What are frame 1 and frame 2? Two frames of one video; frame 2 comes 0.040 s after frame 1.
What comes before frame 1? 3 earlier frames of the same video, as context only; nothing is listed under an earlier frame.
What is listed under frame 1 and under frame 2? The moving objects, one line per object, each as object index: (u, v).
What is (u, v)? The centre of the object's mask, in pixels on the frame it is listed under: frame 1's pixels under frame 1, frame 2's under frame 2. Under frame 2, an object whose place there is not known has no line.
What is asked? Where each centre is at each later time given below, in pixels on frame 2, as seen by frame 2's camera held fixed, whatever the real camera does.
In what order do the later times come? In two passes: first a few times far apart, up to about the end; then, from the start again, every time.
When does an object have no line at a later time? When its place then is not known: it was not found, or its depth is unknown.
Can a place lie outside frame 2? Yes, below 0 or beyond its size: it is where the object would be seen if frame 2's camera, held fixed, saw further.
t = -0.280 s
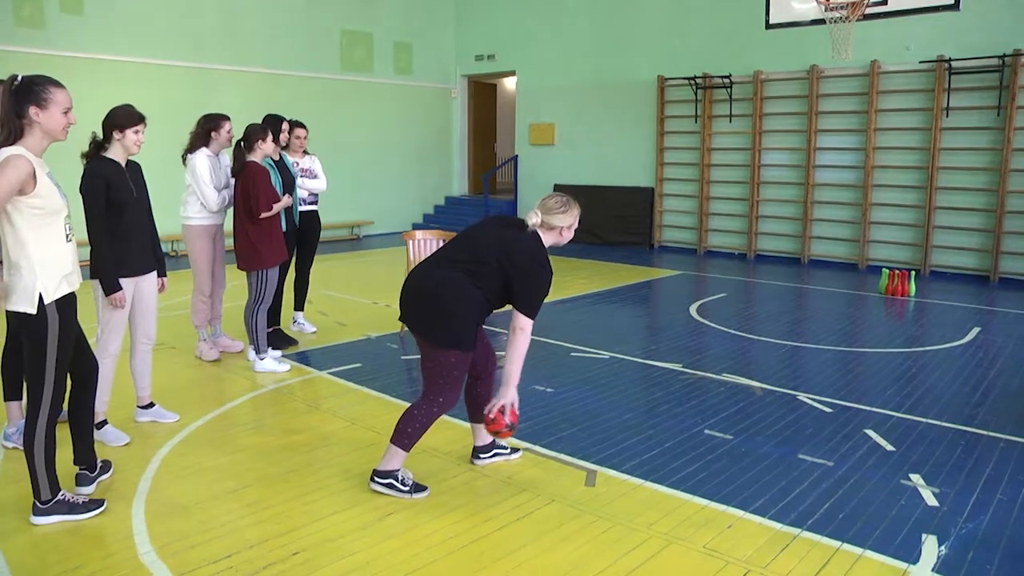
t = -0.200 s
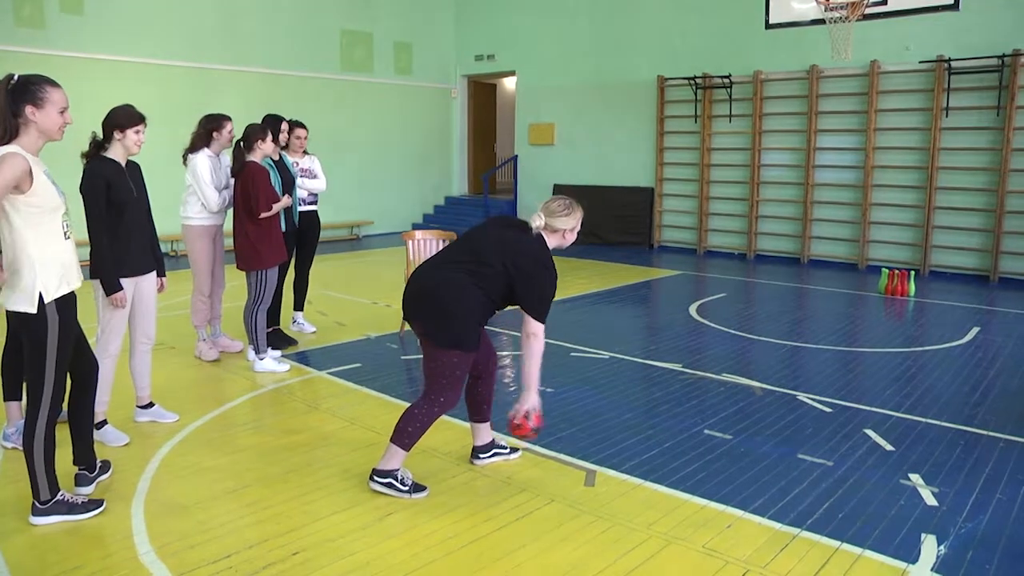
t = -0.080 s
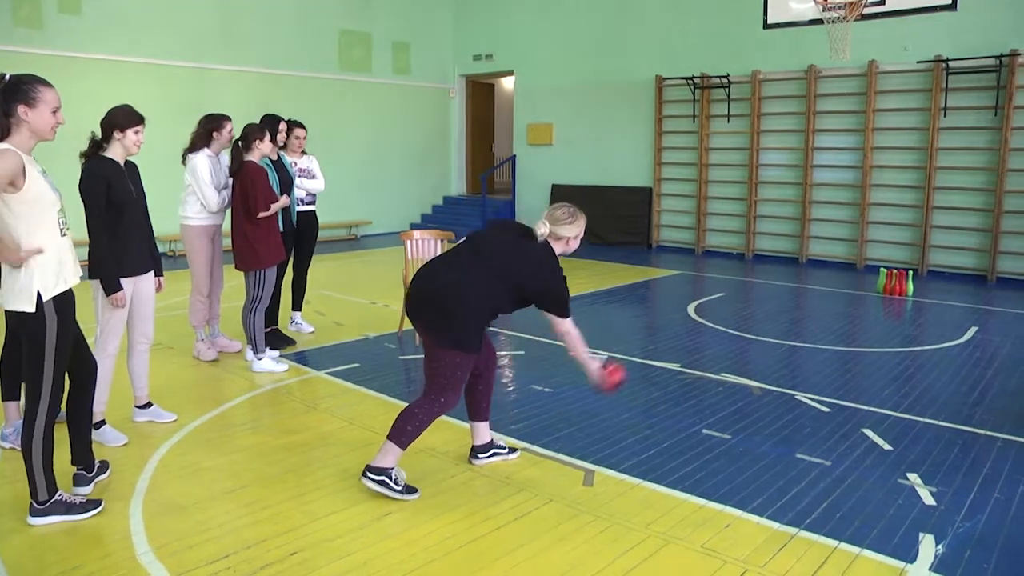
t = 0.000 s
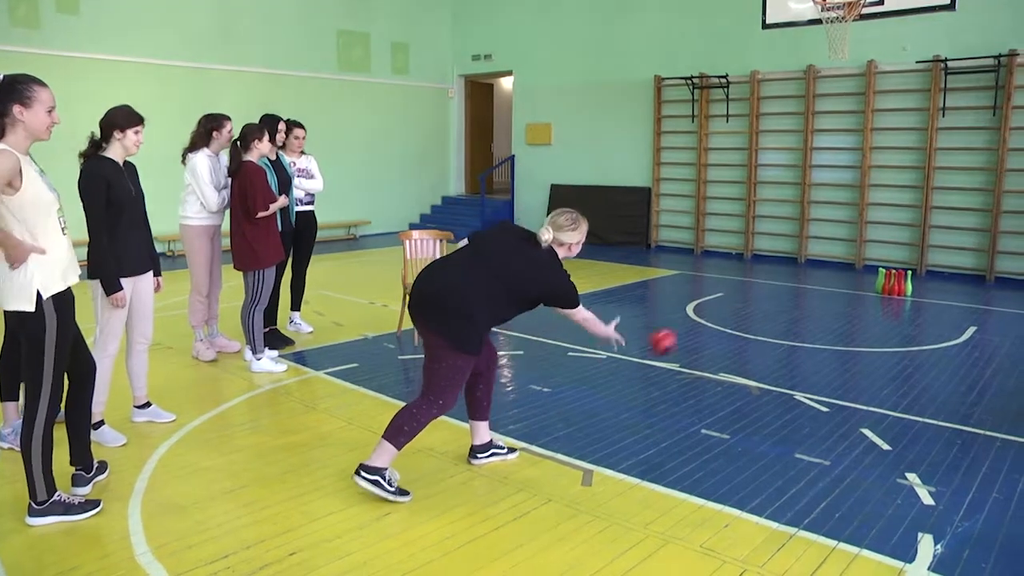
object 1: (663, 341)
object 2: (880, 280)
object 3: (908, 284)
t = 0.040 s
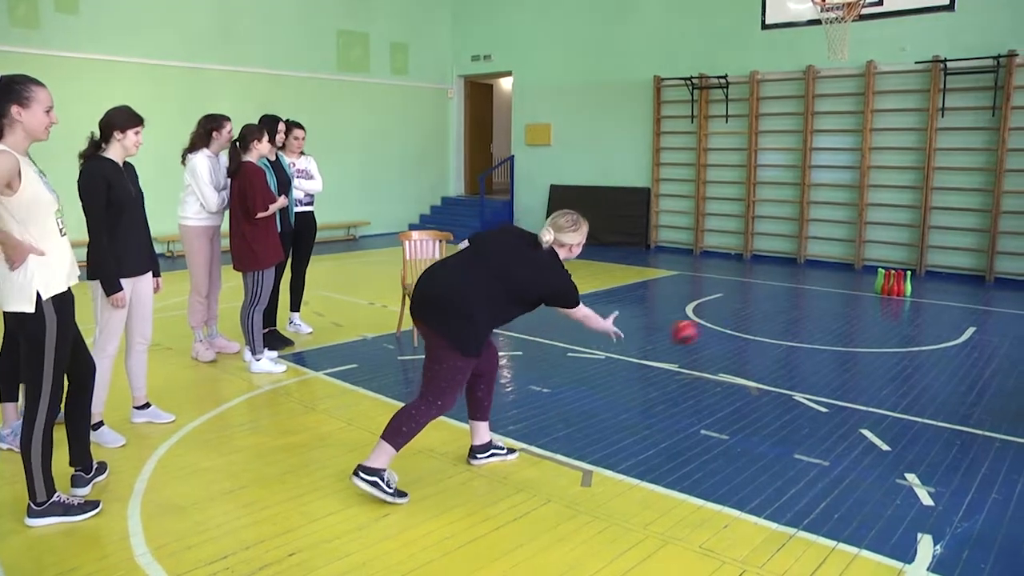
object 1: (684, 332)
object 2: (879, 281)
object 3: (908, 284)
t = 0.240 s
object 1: (766, 322)
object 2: (879, 280)
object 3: (908, 284)
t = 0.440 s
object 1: (810, 308)
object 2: (879, 280)
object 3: (908, 284)
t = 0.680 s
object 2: (879, 281)
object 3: (908, 284)
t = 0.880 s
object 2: (879, 280)
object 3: (908, 284)
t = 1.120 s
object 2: (878, 281)
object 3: (911, 284)
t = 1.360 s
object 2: (869, 280)
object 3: (946, 286)
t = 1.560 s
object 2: (863, 281)
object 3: (969, 288)
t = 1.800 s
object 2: (864, 286)
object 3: (989, 287)
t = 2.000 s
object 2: (864, 287)
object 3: (999, 287)
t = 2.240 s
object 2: (864, 287)
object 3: (1003, 288)
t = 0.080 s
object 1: (704, 324)
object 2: (880, 281)
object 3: (908, 284)
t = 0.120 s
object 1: (722, 320)
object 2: (879, 281)
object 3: (908, 284)
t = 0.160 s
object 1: (738, 319)
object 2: (880, 281)
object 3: (908, 284)
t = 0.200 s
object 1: (752, 319)
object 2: (880, 281)
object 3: (908, 284)
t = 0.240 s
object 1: (766, 322)
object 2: (879, 280)
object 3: (908, 284)
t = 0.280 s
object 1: (777, 326)
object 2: (879, 281)
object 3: (908, 284)
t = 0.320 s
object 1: (788, 332)
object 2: (879, 281)
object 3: (908, 284)
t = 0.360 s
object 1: (796, 327)
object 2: (879, 281)
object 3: (908, 284)
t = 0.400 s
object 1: (804, 316)
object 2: (879, 281)
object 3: (908, 284)
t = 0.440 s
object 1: (810, 308)
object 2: (879, 280)
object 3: (908, 284)
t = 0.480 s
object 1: (817, 302)
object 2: (879, 280)
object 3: (908, 284)
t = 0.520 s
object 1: (823, 298)
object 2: (879, 280)
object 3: (908, 284)
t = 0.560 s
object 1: (828, 296)
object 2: (879, 281)
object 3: (908, 284)
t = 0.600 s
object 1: (833, 296)
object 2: (879, 281)
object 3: (908, 284)
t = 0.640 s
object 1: (838, 297)
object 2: (879, 281)
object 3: (908, 284)
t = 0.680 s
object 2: (879, 281)
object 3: (908, 284)
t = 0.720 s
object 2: (879, 281)
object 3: (908, 284)
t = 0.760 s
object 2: (879, 281)
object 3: (908, 284)
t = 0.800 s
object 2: (879, 281)
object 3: (908, 284)
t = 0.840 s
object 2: (879, 281)
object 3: (908, 284)
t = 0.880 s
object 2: (879, 280)
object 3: (908, 284)
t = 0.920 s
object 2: (880, 280)
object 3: (908, 284)
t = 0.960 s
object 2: (880, 274)
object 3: (908, 284)
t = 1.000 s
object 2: (880, 274)
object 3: (908, 284)
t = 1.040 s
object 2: (879, 278)
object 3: (908, 284)
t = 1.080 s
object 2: (879, 281)
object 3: (908, 284)
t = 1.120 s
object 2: (878, 281)
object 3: (911, 284)
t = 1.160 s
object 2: (877, 281)
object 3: (917, 284)
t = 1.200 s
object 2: (875, 280)
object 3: (923, 285)
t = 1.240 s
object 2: (873, 279)
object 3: (929, 287)
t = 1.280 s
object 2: (872, 280)
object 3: (935, 290)
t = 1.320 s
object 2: (872, 280)
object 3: (941, 287)
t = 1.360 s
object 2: (869, 280)
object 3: (946, 286)
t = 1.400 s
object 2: (866, 280)
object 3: (951, 285)
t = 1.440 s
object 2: (868, 287)
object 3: (956, 285)
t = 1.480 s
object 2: (867, 287)
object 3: (960, 285)
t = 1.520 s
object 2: (863, 281)
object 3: (965, 287)
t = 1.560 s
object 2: (863, 281)
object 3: (969, 288)
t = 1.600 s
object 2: (862, 282)
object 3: (972, 287)
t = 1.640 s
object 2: (861, 281)
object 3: (976, 286)
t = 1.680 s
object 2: (865, 287)
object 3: (979, 286)
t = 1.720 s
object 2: (865, 287)
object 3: (983, 286)
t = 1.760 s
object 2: (865, 287)
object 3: (986, 287)
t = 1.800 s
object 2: (864, 286)
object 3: (989, 287)
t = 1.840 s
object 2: (864, 287)
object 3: (991, 286)
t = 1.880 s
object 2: (865, 287)
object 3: (993, 286)
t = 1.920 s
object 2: (864, 287)
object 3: (995, 287)
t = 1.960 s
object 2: (864, 287)
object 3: (998, 288)
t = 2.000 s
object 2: (864, 287)
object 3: (999, 287)
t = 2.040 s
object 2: (864, 287)
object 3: (1000, 286)
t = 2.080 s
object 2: (864, 287)
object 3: (1001, 287)
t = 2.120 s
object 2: (864, 287)
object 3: (1002, 288)
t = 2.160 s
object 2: (864, 287)
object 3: (1003, 287)
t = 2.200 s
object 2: (864, 287)
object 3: (1003, 288)
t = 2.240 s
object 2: (864, 287)
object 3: (1003, 288)
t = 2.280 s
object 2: (864, 287)
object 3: (1003, 288)
